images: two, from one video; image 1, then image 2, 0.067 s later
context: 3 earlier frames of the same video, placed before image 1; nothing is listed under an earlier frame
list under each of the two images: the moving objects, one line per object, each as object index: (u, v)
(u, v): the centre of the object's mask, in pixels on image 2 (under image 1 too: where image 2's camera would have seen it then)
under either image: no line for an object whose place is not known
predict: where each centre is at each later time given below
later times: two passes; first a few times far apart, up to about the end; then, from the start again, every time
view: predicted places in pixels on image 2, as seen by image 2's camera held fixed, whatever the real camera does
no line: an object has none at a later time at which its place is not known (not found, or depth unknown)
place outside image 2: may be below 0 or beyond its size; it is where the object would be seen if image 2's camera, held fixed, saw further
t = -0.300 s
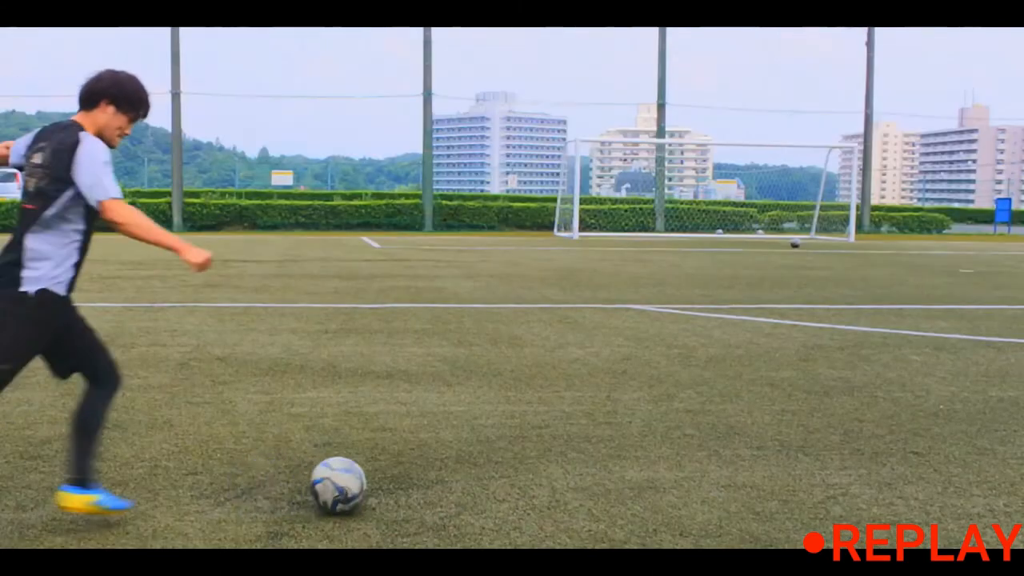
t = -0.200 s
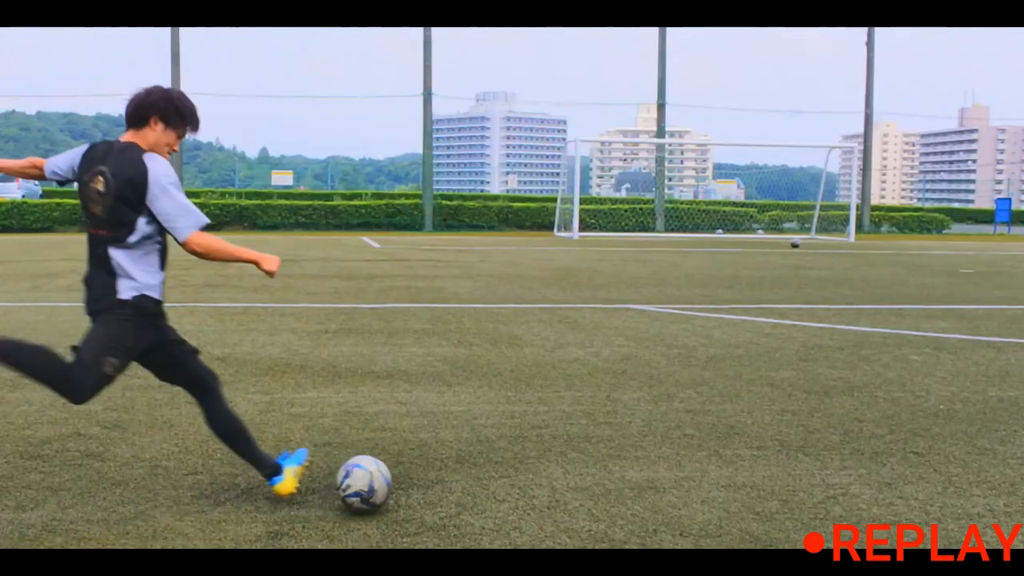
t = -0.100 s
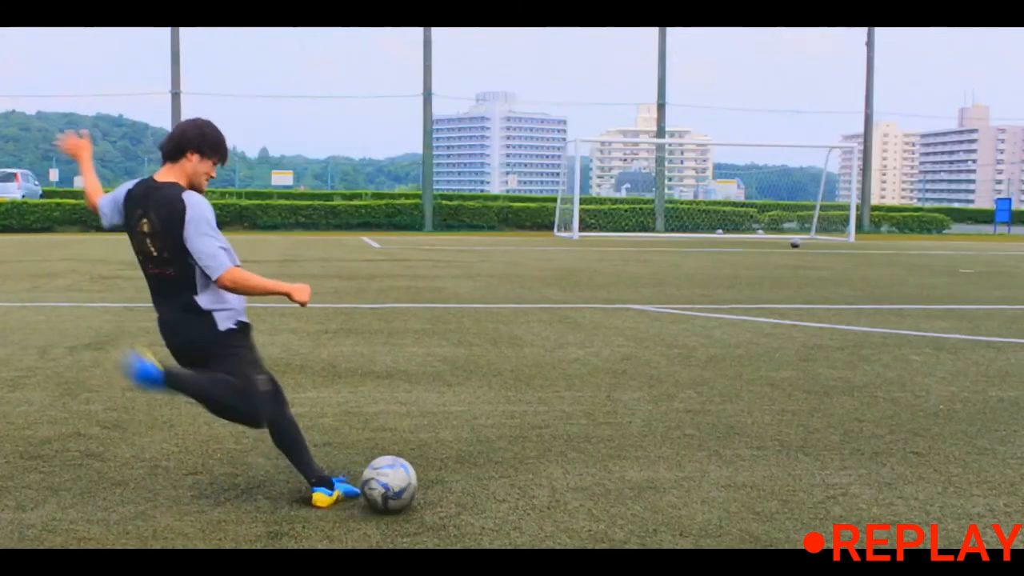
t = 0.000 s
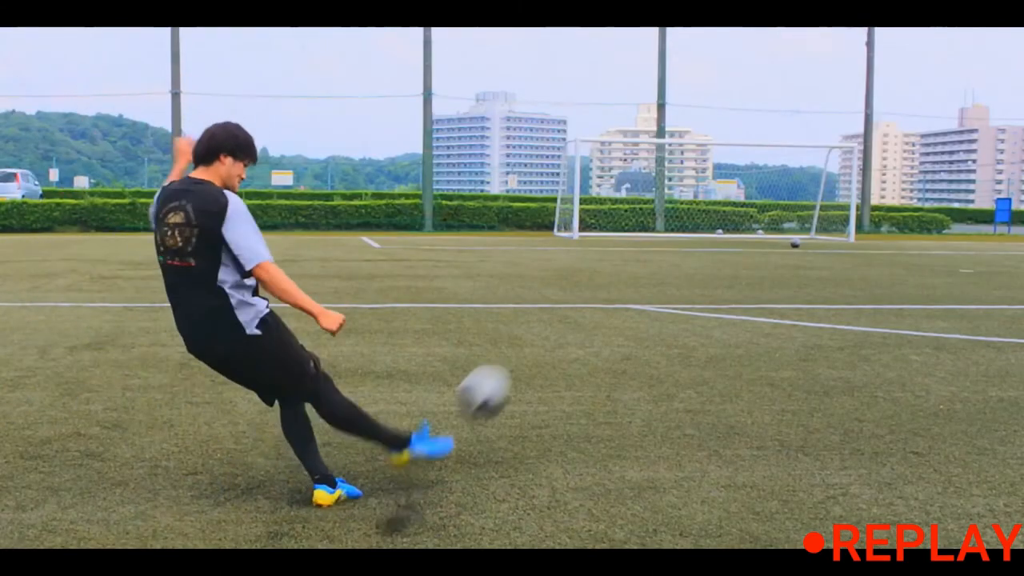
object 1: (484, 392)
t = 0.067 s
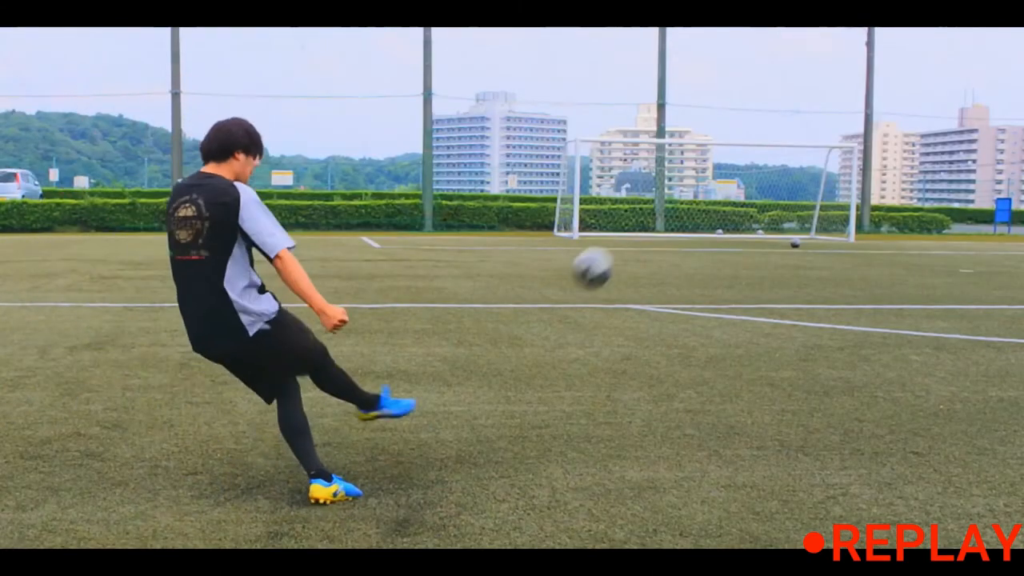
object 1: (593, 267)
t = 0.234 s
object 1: (713, 138)
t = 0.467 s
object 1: (773, 91)
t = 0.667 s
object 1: (803, 91)
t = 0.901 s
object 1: (815, 112)
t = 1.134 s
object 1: (815, 143)
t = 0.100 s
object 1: (629, 226)
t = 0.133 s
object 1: (657, 196)
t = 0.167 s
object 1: (680, 173)
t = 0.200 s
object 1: (699, 154)
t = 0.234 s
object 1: (713, 138)
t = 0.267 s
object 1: (726, 126)
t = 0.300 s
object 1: (736, 116)
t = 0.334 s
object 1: (745, 108)
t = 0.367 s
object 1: (753, 102)
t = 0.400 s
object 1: (760, 97)
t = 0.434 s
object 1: (767, 94)
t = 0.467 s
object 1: (773, 91)
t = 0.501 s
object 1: (779, 90)
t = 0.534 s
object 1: (784, 89)
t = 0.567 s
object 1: (790, 89)
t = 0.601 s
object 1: (795, 89)
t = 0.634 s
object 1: (799, 90)
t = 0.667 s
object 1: (803, 91)
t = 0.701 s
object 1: (806, 93)
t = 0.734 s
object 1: (809, 95)
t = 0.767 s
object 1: (811, 98)
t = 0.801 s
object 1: (812, 101)
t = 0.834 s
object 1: (814, 104)
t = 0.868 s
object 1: (814, 108)
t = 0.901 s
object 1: (815, 112)
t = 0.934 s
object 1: (816, 116)
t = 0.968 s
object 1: (816, 120)
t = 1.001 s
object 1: (815, 125)
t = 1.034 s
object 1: (815, 129)
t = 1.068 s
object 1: (815, 134)
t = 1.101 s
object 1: (815, 139)
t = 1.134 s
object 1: (815, 143)
